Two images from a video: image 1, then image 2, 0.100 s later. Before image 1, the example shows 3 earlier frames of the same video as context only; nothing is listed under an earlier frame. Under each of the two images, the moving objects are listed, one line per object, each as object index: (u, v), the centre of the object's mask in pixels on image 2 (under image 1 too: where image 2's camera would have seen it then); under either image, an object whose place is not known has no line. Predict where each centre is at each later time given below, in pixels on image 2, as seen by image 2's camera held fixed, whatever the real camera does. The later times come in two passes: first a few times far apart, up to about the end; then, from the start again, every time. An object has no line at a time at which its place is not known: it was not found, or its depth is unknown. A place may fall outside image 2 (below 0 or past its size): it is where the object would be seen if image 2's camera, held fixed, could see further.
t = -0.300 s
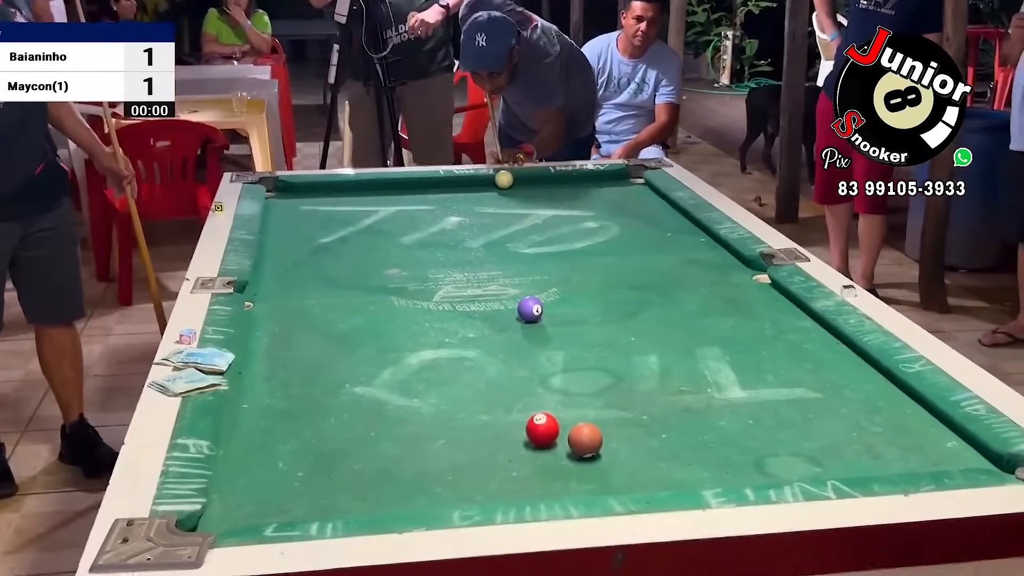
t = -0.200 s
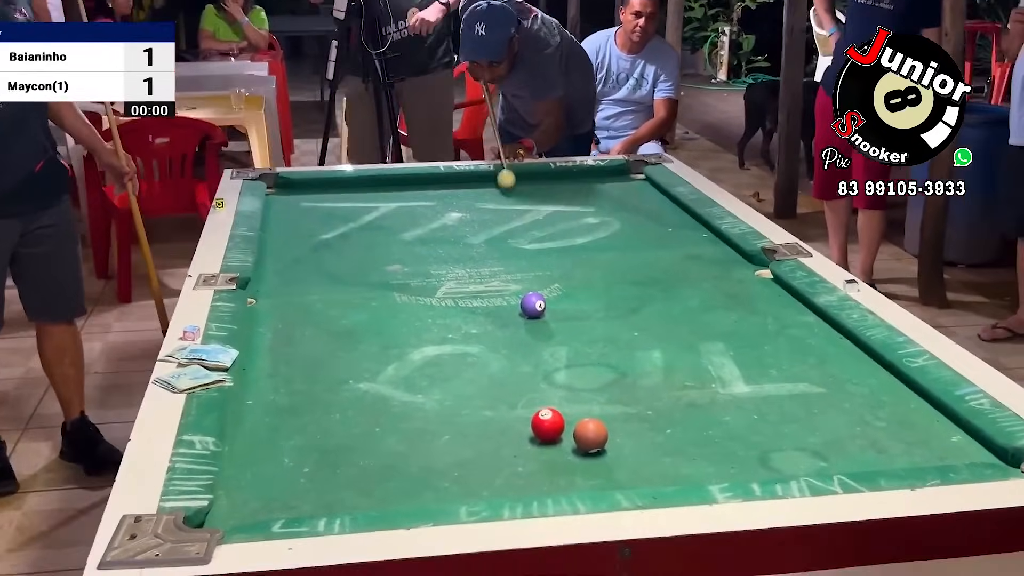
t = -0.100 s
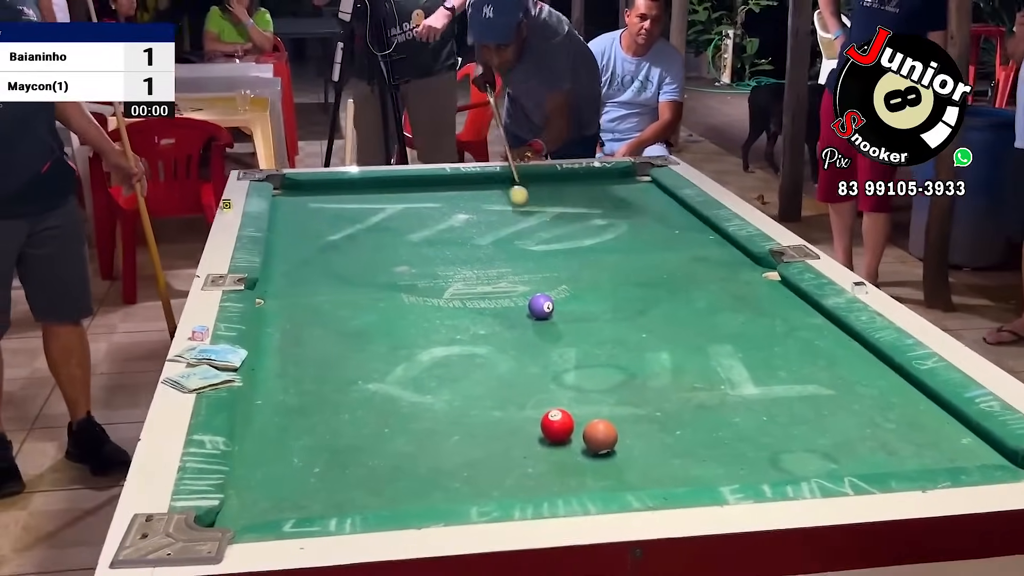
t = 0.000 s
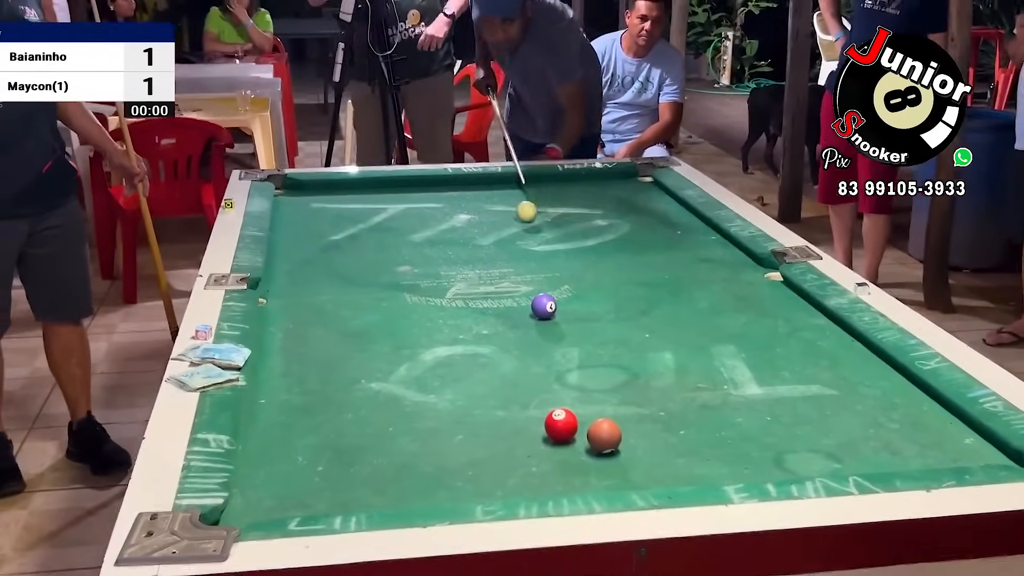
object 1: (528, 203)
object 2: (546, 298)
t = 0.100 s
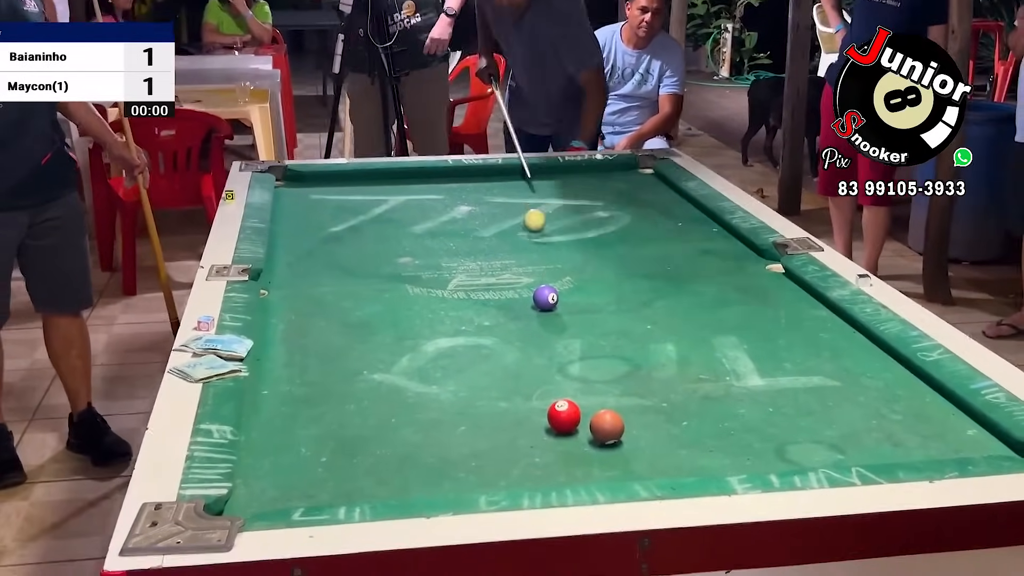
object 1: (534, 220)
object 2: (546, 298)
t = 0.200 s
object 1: (542, 239)
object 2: (545, 298)
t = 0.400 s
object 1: (562, 283)
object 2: (545, 298)
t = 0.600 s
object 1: (628, 326)
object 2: (488, 318)
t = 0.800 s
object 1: (713, 376)
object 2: (424, 340)
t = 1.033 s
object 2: (344, 368)
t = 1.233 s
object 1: (853, 422)
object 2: (269, 394)
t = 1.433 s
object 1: (843, 380)
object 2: (303, 408)
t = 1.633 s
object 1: (835, 345)
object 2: (346, 421)
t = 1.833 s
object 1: (828, 316)
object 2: (387, 434)
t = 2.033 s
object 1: (798, 296)
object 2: (430, 446)
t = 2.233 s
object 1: (765, 280)
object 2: (471, 459)
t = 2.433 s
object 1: (737, 266)
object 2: (511, 469)
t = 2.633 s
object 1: (711, 253)
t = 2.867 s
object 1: (686, 240)
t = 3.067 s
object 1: (666, 231)
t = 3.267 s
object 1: (650, 222)
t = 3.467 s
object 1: (635, 214)
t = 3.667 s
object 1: (622, 207)
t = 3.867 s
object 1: (610, 201)
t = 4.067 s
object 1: (599, 196)
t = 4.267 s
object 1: (590, 191)
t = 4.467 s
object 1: (581, 186)
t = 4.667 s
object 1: (574, 183)
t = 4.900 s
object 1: (567, 179)
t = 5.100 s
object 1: (562, 177)
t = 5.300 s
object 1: (558, 174)
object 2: (614, 450)
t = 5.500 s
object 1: (555, 172)
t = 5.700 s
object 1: (553, 171)
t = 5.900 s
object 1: (551, 170)
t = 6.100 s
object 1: (550, 169)
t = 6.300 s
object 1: (550, 169)
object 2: (614, 450)
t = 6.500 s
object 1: (550, 169)
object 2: (614, 450)
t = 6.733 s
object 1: (550, 169)
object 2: (614, 450)
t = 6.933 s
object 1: (550, 169)
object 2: (615, 450)
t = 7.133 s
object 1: (550, 169)
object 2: (614, 450)
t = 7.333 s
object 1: (550, 169)
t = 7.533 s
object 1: (550, 169)
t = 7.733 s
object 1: (550, 169)
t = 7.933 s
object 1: (550, 169)
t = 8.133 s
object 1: (550, 169)
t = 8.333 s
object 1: (550, 169)
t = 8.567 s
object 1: (550, 169)
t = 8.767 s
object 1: (550, 169)
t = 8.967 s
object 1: (550, 169)
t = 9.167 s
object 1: (550, 169)
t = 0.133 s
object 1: (537, 227)
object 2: (545, 298)
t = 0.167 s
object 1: (540, 232)
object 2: (545, 298)
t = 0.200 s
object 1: (542, 239)
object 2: (545, 298)
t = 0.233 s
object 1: (545, 246)
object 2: (545, 298)
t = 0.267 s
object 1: (548, 253)
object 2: (545, 298)
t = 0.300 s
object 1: (551, 260)
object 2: (546, 298)
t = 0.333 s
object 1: (554, 268)
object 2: (546, 298)
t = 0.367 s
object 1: (558, 275)
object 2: (545, 298)
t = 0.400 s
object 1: (562, 283)
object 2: (545, 298)
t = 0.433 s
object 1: (568, 292)
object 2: (543, 298)
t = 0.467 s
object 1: (580, 298)
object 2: (529, 303)
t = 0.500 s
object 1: (591, 305)
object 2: (518, 308)
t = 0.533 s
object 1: (603, 311)
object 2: (508, 311)
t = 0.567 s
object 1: (615, 318)
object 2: (498, 315)
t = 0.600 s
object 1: (628, 326)
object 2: (488, 318)
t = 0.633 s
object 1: (641, 333)
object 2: (478, 322)
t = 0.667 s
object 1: (654, 341)
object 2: (468, 325)
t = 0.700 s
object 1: (669, 350)
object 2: (457, 328)
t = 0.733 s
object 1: (683, 358)
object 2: (446, 332)
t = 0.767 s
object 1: (698, 367)
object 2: (435, 336)
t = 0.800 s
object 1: (713, 376)
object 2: (424, 340)
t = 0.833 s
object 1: (729, 385)
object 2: (413, 344)
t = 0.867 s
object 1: (746, 395)
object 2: (402, 348)
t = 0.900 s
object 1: (764, 405)
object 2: (391, 352)
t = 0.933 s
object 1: (782, 416)
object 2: (380, 356)
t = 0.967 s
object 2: (368, 360)
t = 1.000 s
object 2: (356, 364)
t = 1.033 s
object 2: (344, 368)
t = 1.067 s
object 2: (332, 372)
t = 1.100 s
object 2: (320, 377)
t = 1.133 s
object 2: (307, 381)
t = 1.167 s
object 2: (295, 385)
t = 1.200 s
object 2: (281, 390)
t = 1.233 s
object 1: (853, 422)
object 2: (269, 394)
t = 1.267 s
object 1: (851, 414)
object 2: (265, 399)
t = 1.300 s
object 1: (849, 407)
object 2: (274, 400)
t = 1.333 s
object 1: (848, 400)
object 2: (281, 402)
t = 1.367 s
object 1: (846, 393)
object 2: (289, 404)
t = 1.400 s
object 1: (845, 386)
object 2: (295, 406)
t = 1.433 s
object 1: (843, 380)
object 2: (303, 408)
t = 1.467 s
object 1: (842, 374)
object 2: (309, 411)
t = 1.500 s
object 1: (841, 367)
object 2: (317, 412)
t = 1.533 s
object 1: (839, 362)
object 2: (324, 415)
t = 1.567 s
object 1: (838, 356)
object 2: (331, 417)
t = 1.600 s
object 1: (837, 350)
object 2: (338, 419)
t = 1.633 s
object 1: (835, 345)
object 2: (346, 421)
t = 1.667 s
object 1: (834, 340)
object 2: (353, 423)
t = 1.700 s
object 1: (833, 335)
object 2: (359, 425)
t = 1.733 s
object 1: (832, 330)
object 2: (367, 427)
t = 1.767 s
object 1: (831, 325)
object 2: (373, 429)
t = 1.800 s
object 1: (829, 321)
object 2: (380, 431)
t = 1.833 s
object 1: (828, 316)
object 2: (387, 434)
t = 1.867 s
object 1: (827, 312)
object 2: (395, 436)
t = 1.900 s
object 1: (822, 308)
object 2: (402, 438)
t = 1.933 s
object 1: (816, 305)
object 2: (409, 440)
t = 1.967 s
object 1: (810, 302)
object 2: (415, 442)
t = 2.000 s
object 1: (804, 299)
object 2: (423, 444)
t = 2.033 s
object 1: (798, 296)
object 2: (430, 446)
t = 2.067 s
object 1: (792, 293)
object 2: (437, 448)
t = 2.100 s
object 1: (786, 290)
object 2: (444, 451)
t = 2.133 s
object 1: (781, 288)
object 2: (450, 453)
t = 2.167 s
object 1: (775, 285)
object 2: (457, 455)
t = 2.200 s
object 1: (770, 282)
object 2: (464, 457)
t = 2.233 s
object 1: (765, 280)
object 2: (471, 459)
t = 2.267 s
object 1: (760, 277)
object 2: (477, 461)
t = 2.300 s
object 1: (755, 275)
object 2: (484, 463)
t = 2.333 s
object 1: (751, 272)
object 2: (491, 465)
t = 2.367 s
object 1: (745, 270)
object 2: (497, 467)
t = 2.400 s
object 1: (741, 268)
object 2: (504, 468)
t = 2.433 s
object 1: (737, 266)
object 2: (511, 469)
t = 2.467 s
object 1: (732, 263)
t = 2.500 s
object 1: (728, 261)
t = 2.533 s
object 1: (724, 259)
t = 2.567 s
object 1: (720, 257)
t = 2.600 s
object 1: (715, 255)
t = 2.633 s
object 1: (711, 253)
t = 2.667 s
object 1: (708, 251)
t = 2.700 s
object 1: (704, 249)
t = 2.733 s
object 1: (700, 247)
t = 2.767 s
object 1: (697, 245)
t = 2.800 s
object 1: (693, 244)
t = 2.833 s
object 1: (689, 242)
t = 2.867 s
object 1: (686, 240)
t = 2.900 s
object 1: (682, 238)
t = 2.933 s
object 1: (679, 237)
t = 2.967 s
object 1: (676, 235)
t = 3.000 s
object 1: (673, 234)
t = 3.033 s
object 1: (670, 232)
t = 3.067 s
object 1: (666, 231)
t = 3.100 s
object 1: (664, 229)
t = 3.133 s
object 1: (661, 227)
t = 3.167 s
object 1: (658, 226)
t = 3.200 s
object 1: (655, 225)
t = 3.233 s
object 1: (652, 223)
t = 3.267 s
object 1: (650, 222)
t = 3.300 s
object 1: (647, 221)
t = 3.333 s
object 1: (645, 219)
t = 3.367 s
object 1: (642, 218)
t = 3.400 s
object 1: (640, 217)
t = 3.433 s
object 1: (637, 215)
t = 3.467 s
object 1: (635, 214)
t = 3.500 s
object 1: (633, 213)
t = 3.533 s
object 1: (631, 212)
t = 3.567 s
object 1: (628, 211)
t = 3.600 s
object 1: (626, 209)
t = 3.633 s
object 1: (624, 208)
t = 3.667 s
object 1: (622, 207)
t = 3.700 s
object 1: (620, 206)
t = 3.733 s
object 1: (618, 205)
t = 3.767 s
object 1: (615, 204)
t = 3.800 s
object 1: (613, 203)
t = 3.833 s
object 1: (611, 202)
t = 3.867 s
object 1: (610, 201)
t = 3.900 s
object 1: (608, 200)
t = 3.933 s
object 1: (606, 199)
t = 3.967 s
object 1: (604, 198)
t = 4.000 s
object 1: (602, 198)
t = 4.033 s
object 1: (601, 197)
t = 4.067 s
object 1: (599, 196)
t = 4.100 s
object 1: (597, 195)
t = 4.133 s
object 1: (596, 194)
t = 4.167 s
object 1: (594, 193)
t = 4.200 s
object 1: (592, 192)
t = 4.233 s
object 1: (591, 192)
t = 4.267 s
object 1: (590, 191)
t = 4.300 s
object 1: (588, 190)
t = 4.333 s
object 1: (587, 189)
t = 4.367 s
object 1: (585, 189)
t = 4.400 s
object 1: (584, 188)
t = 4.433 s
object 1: (582, 187)
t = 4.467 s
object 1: (581, 186)
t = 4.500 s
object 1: (580, 186)
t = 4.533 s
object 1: (578, 185)
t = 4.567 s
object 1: (577, 185)
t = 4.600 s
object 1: (576, 184)
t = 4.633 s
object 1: (575, 183)
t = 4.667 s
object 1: (574, 183)
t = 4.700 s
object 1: (572, 182)
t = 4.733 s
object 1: (572, 182)
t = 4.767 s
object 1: (571, 181)
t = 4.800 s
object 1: (569, 181)
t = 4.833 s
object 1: (569, 180)
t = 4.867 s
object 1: (568, 180)
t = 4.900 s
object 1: (567, 179)
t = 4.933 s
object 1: (566, 179)
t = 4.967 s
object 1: (565, 178)
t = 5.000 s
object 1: (564, 178)
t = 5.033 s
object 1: (563, 177)
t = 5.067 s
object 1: (563, 177)
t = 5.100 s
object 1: (562, 177)
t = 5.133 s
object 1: (561, 176)
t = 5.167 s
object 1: (561, 176)
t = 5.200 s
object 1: (560, 175)
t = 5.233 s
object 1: (559, 175)
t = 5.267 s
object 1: (559, 174)
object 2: (614, 450)
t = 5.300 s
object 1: (558, 174)
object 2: (614, 450)
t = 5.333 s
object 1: (558, 174)
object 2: (614, 450)
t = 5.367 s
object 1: (557, 173)
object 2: (614, 450)
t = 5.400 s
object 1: (557, 173)
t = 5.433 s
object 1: (556, 173)
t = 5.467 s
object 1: (556, 172)
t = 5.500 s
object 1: (555, 172)
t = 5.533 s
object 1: (555, 172)
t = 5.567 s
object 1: (554, 172)
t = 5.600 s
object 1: (554, 171)
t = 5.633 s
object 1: (553, 171)
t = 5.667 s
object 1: (553, 171)
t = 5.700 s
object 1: (553, 171)
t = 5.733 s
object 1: (552, 171)
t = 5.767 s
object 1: (552, 170)
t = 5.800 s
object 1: (552, 170)
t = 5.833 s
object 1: (551, 170)
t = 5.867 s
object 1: (551, 170)
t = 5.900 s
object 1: (551, 170)
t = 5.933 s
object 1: (551, 170)
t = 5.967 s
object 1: (550, 170)
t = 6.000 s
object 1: (550, 169)
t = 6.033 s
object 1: (550, 169)
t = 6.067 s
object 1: (550, 169)
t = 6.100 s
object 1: (550, 169)
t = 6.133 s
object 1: (550, 169)
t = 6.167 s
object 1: (550, 169)
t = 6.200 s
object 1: (550, 169)
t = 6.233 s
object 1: (550, 169)
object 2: (614, 450)
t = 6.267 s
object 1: (550, 169)
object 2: (614, 450)
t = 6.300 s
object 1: (550, 169)
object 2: (614, 450)
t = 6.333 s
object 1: (550, 169)
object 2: (614, 450)
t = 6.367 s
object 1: (550, 169)
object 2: (614, 450)
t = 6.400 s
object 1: (550, 169)
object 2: (614, 450)
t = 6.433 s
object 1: (550, 169)
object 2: (614, 450)
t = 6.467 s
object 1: (550, 169)
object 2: (614, 450)
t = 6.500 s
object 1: (550, 169)
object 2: (614, 450)
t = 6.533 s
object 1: (550, 169)
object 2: (614, 450)
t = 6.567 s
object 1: (550, 169)
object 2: (614, 450)
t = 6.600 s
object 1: (550, 169)
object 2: (614, 450)
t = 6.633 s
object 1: (550, 169)
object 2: (614, 450)
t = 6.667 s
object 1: (550, 169)
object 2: (615, 450)
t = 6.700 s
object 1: (550, 169)
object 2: (614, 450)
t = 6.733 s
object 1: (550, 169)
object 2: (614, 450)
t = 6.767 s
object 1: (550, 169)
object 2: (614, 450)
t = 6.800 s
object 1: (550, 169)
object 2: (615, 450)
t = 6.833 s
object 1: (550, 169)
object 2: (614, 450)
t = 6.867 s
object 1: (550, 169)
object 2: (615, 450)
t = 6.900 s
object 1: (550, 169)
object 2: (614, 450)
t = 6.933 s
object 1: (550, 169)
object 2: (615, 450)
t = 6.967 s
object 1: (550, 169)
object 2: (615, 450)
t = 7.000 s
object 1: (550, 169)
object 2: (614, 450)
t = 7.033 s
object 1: (550, 169)
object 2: (615, 450)
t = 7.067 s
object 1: (550, 169)
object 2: (615, 450)
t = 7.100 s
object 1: (550, 169)
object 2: (615, 450)
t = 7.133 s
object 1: (550, 169)
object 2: (614, 450)
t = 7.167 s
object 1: (550, 169)
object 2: (614, 450)
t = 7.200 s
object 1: (550, 169)
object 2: (614, 450)
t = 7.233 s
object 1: (550, 169)
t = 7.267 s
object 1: (550, 169)
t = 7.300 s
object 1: (550, 169)
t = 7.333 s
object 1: (550, 169)
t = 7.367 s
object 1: (550, 169)
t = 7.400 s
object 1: (550, 169)
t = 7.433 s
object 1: (550, 169)
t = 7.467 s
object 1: (550, 169)
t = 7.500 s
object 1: (550, 169)
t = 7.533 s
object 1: (550, 169)
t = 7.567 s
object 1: (550, 169)
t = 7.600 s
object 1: (550, 169)
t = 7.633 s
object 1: (550, 169)
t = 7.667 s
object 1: (550, 169)
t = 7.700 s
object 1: (550, 169)
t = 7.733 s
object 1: (550, 169)
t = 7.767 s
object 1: (550, 169)
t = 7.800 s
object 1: (550, 169)
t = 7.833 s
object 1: (550, 169)
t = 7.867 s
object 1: (550, 169)
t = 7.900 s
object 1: (550, 169)
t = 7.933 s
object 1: (550, 169)
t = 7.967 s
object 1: (550, 169)
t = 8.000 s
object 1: (550, 169)
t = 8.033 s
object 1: (550, 169)
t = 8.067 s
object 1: (550, 169)
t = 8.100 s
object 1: (550, 169)
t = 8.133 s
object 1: (550, 169)
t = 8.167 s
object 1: (550, 169)
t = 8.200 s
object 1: (550, 169)
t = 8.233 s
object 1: (550, 169)
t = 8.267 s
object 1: (550, 169)
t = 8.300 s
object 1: (550, 169)
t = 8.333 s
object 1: (550, 169)
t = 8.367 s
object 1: (550, 169)
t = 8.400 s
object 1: (550, 169)
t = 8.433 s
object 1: (550, 169)
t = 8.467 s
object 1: (550, 169)
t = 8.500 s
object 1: (550, 169)
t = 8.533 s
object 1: (550, 169)
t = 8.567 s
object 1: (550, 169)
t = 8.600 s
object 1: (550, 169)
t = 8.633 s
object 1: (550, 169)
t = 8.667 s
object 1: (550, 169)
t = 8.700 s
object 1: (550, 169)
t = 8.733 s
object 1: (550, 169)
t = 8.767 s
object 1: (550, 169)
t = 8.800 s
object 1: (550, 169)
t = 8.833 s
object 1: (550, 169)
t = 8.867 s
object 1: (550, 169)
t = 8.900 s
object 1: (550, 169)
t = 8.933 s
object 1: (550, 169)
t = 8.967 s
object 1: (550, 169)
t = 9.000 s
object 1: (550, 169)
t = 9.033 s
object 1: (550, 169)
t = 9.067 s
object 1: (550, 169)
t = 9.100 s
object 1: (550, 169)
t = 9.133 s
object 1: (550, 169)
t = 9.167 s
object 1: (550, 169)
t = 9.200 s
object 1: (550, 169)
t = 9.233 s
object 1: (550, 169)
